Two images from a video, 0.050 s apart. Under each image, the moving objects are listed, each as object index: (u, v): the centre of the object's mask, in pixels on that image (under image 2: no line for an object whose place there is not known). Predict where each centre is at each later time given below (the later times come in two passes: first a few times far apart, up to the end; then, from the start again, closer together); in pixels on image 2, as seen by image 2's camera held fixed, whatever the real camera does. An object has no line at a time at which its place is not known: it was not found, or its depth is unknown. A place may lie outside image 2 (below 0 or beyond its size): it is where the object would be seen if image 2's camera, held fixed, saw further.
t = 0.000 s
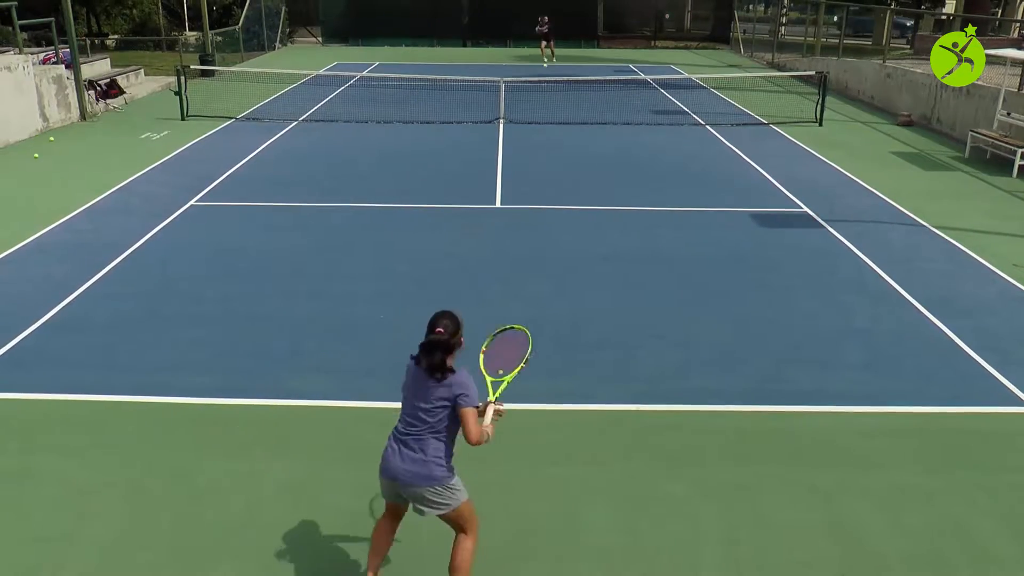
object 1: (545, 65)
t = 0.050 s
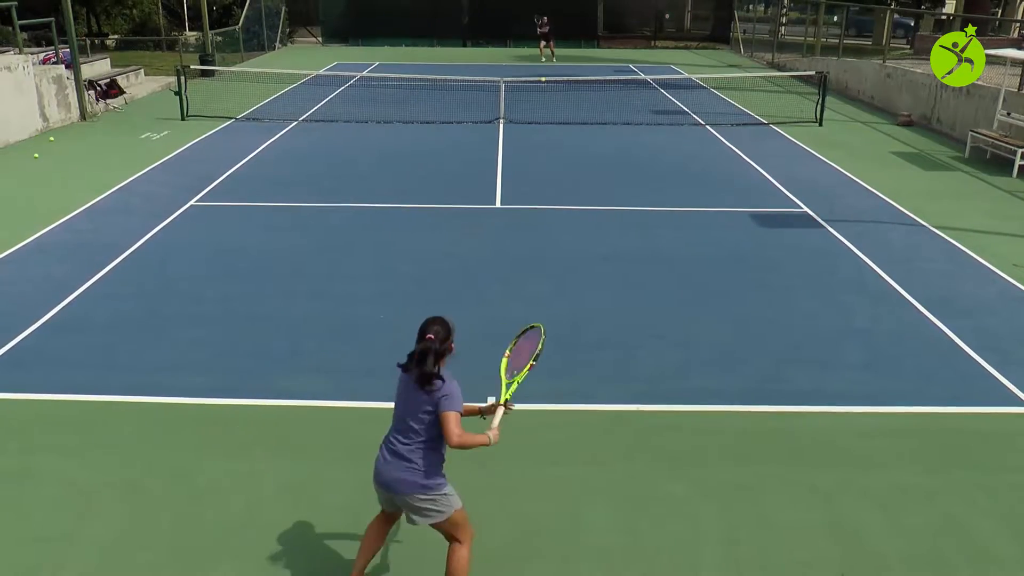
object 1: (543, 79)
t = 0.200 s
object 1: (534, 141)
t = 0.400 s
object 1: (520, 219)
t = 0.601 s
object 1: (504, 275)
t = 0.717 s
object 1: (489, 371)
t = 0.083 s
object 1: (541, 90)
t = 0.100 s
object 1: (540, 96)
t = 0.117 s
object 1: (539, 102)
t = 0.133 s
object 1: (538, 109)
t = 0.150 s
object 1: (537, 116)
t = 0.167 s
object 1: (536, 124)
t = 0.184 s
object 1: (535, 132)
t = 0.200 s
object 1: (534, 141)
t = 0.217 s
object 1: (532, 150)
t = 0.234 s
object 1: (532, 160)
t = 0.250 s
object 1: (530, 171)
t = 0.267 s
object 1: (529, 183)
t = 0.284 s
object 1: (528, 195)
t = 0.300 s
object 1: (526, 209)
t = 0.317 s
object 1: (525, 216)
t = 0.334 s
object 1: (524, 217)
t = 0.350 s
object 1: (523, 217)
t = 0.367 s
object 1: (522, 217)
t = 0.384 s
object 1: (521, 218)
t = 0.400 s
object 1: (520, 219)
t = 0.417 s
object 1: (519, 221)
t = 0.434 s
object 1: (518, 223)
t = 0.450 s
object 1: (517, 226)
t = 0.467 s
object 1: (516, 228)
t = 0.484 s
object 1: (515, 232)
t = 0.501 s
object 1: (513, 236)
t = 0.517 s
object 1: (512, 241)
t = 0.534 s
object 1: (511, 245)
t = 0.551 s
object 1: (509, 252)
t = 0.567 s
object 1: (507, 259)
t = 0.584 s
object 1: (506, 267)
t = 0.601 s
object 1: (504, 275)
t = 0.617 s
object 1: (503, 285)
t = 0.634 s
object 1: (501, 296)
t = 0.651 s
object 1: (499, 308)
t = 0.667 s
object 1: (497, 321)
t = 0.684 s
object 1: (494, 336)
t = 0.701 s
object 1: (492, 353)
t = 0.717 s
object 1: (489, 371)
